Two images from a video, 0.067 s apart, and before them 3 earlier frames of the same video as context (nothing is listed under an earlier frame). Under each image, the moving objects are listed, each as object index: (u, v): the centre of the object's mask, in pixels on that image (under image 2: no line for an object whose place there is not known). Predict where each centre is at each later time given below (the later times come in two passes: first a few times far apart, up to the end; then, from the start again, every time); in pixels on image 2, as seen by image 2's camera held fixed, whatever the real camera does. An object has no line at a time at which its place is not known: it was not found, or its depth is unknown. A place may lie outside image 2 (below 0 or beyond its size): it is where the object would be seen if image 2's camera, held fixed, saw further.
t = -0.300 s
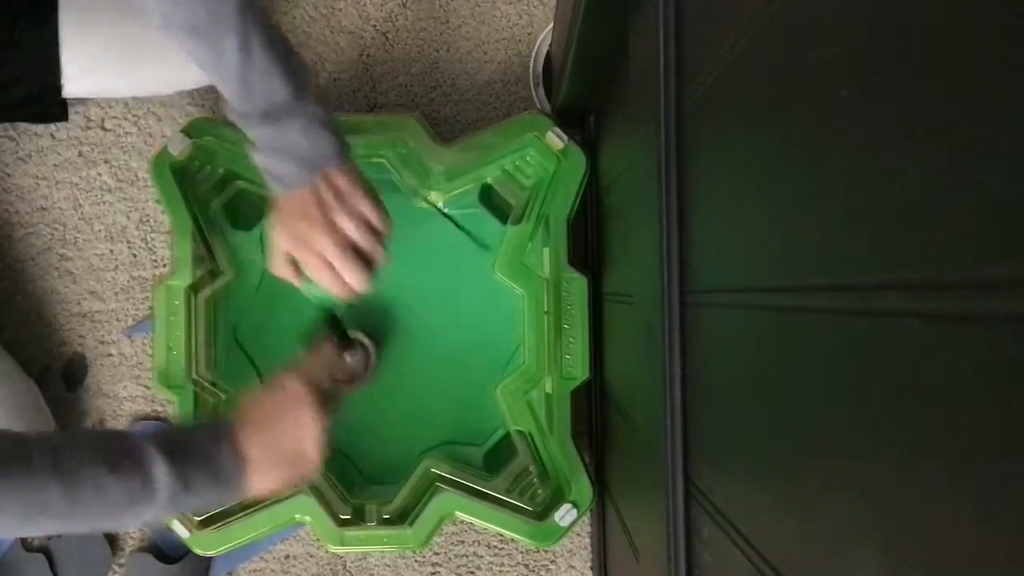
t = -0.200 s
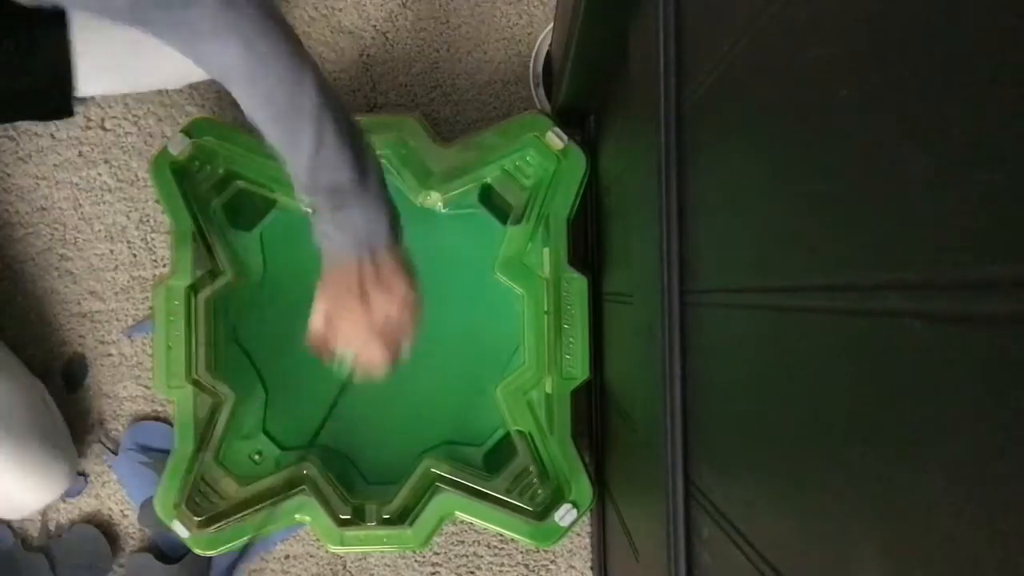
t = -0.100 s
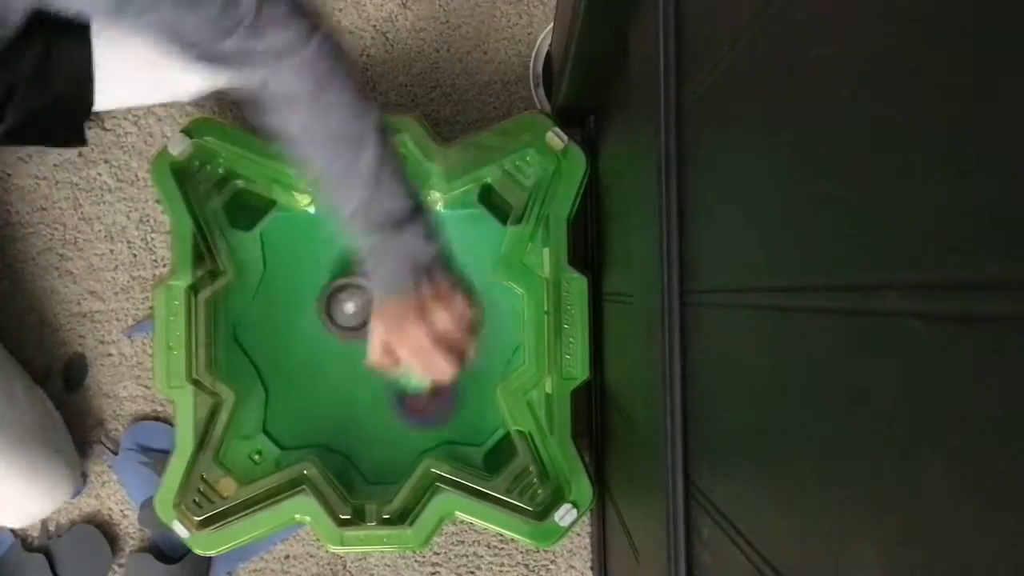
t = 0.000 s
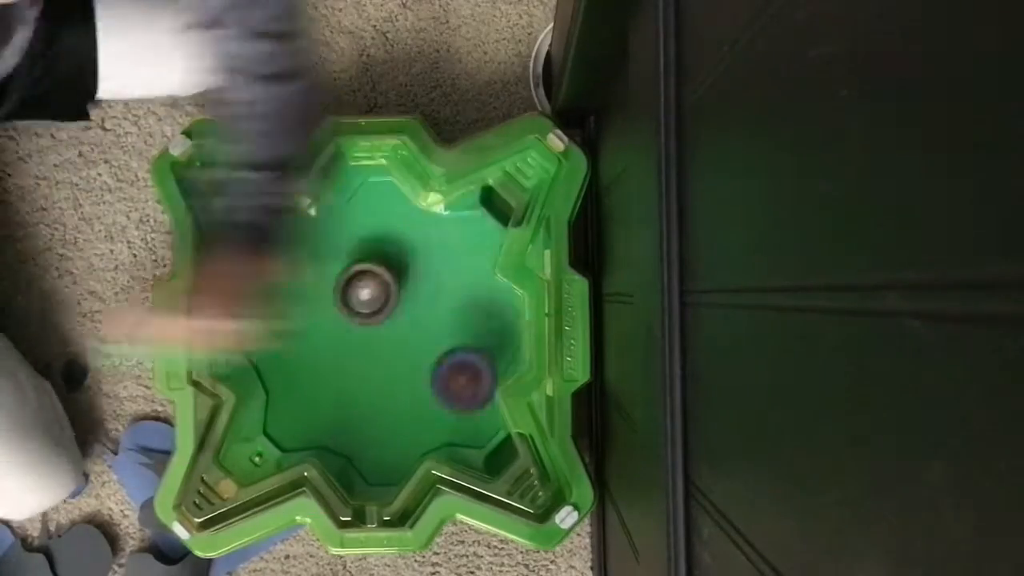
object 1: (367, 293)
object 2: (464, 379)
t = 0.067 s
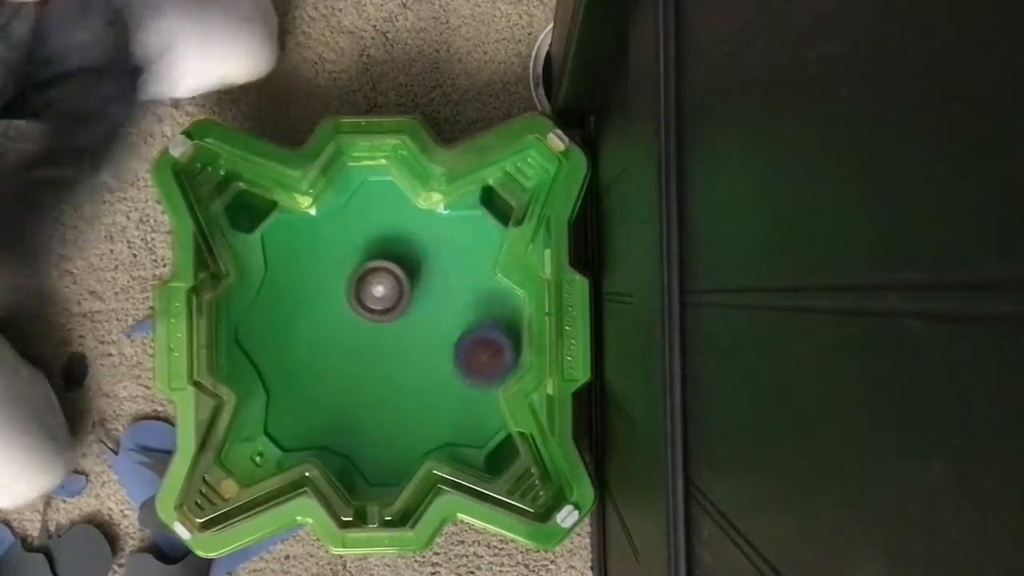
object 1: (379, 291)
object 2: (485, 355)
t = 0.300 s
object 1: (409, 322)
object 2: (395, 212)
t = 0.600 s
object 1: (370, 332)
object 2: (311, 418)
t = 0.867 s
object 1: (371, 320)
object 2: (490, 356)
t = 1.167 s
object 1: (390, 322)
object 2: (260, 262)
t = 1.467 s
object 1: (380, 334)
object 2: (409, 428)
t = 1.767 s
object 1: (376, 330)
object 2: (363, 209)
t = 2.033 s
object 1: (377, 318)
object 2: (302, 398)
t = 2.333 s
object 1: (381, 324)
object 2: (487, 295)
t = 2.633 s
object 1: (364, 369)
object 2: (350, 241)
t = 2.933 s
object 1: (319, 382)
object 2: (374, 315)
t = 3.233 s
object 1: (344, 352)
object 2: (467, 223)
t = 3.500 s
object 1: (402, 346)
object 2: (402, 277)
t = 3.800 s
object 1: (404, 377)
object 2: (415, 297)
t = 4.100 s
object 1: (370, 382)
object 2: (397, 263)
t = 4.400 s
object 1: (353, 370)
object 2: (385, 286)
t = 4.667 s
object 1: (355, 373)
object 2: (397, 260)
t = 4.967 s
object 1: (347, 371)
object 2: (350, 252)
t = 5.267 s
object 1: (361, 436)
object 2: (405, 229)
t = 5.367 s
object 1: (364, 430)
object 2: (390, 219)
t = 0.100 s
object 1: (385, 292)
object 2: (489, 335)
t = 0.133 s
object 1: (391, 295)
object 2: (488, 312)
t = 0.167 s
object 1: (397, 299)
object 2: (479, 292)
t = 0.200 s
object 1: (402, 304)
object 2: (467, 267)
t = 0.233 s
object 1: (405, 310)
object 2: (447, 246)
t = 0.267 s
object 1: (408, 316)
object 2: (425, 229)
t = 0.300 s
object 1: (409, 322)
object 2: (395, 212)
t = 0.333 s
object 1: (408, 328)
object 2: (368, 199)
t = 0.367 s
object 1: (406, 333)
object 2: (347, 204)
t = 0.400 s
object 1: (402, 336)
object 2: (340, 228)
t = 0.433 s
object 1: (397, 337)
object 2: (336, 251)
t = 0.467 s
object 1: (392, 338)
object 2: (328, 280)
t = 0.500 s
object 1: (386, 337)
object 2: (319, 310)
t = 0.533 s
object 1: (381, 335)
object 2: (311, 346)
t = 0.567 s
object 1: (376, 334)
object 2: (308, 381)
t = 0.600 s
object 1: (370, 332)
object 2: (311, 418)
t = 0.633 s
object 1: (367, 330)
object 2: (326, 446)
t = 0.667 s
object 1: (364, 329)
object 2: (349, 452)
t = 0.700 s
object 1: (362, 328)
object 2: (380, 452)
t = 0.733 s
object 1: (361, 327)
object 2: (407, 447)
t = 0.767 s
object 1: (362, 325)
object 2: (438, 437)
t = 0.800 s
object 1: (364, 324)
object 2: (466, 419)
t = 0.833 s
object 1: (367, 322)
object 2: (487, 390)
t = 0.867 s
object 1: (371, 320)
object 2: (490, 356)
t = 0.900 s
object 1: (374, 319)
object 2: (485, 315)
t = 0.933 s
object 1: (378, 319)
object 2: (471, 278)
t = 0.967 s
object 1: (382, 319)
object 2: (454, 243)
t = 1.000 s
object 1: (385, 319)
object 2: (430, 223)
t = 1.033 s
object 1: (388, 319)
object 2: (393, 214)
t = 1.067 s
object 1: (390, 319)
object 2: (358, 211)
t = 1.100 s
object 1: (390, 320)
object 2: (320, 223)
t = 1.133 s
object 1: (390, 321)
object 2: (284, 237)
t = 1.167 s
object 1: (390, 322)
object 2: (260, 262)
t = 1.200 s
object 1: (388, 324)
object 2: (262, 285)
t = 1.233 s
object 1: (386, 325)
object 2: (265, 309)
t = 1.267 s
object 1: (384, 328)
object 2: (270, 335)
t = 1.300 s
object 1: (383, 330)
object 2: (277, 364)
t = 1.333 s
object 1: (382, 332)
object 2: (287, 395)
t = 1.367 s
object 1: (382, 333)
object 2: (306, 428)
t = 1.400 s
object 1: (381, 334)
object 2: (336, 444)
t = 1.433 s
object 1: (380, 334)
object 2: (369, 439)
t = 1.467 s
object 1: (380, 334)
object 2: (409, 428)
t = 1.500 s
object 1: (379, 335)
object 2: (444, 414)
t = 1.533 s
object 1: (379, 336)
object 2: (471, 393)
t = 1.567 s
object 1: (378, 336)
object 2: (493, 362)
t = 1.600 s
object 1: (377, 336)
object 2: (502, 336)
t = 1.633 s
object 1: (377, 335)
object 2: (500, 307)
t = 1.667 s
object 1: (375, 335)
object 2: (477, 277)
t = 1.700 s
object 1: (376, 333)
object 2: (445, 250)
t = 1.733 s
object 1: (376, 332)
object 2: (405, 228)
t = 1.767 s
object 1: (376, 330)
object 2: (363, 209)
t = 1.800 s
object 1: (377, 329)
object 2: (330, 217)
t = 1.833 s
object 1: (378, 327)
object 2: (295, 242)
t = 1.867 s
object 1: (378, 325)
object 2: (268, 269)
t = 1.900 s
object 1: (379, 323)
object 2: (245, 293)
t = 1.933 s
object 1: (379, 321)
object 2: (241, 320)
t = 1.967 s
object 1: (378, 320)
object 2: (260, 351)
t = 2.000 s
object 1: (377, 319)
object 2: (278, 379)
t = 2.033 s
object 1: (377, 318)
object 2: (302, 398)
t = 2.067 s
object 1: (378, 318)
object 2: (333, 416)
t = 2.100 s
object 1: (378, 318)
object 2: (364, 422)
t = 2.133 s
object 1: (378, 319)
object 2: (401, 423)
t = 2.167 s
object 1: (379, 319)
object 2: (436, 418)
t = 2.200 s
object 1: (379, 320)
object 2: (466, 409)
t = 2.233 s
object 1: (380, 320)
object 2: (492, 389)
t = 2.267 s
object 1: (380, 321)
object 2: (492, 358)
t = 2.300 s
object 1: (381, 323)
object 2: (493, 325)
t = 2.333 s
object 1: (381, 324)
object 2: (487, 295)
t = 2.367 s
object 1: (381, 326)
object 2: (478, 260)
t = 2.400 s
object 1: (380, 327)
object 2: (460, 230)
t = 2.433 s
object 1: (380, 329)
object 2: (443, 226)
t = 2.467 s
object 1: (379, 329)
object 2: (424, 235)
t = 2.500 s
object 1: (378, 329)
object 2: (404, 248)
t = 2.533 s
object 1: (378, 328)
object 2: (384, 261)
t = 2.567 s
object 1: (375, 341)
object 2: (369, 257)
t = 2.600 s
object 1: (370, 356)
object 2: (361, 248)
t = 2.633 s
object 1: (364, 369)
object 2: (350, 241)
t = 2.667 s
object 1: (358, 380)
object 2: (340, 237)
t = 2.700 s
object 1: (352, 387)
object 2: (331, 239)
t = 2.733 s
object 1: (347, 391)
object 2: (323, 246)
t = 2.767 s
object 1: (343, 393)
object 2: (319, 258)
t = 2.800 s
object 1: (339, 391)
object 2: (319, 271)
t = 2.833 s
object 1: (335, 388)
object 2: (323, 287)
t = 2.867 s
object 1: (330, 382)
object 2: (335, 303)
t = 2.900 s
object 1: (326, 378)
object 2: (351, 316)
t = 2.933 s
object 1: (319, 382)
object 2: (374, 315)
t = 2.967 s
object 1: (315, 385)
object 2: (396, 309)
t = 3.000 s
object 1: (312, 384)
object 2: (416, 301)
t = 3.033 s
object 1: (312, 382)
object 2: (434, 292)
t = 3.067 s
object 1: (314, 378)
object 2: (449, 280)
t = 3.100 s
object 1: (317, 373)
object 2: (460, 268)
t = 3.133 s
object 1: (322, 367)
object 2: (466, 254)
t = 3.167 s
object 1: (329, 361)
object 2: (471, 238)
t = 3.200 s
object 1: (336, 357)
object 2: (472, 223)
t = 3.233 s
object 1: (344, 352)
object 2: (467, 223)
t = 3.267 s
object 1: (353, 349)
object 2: (458, 229)
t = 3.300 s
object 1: (361, 346)
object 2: (448, 235)
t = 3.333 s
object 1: (370, 343)
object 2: (437, 242)
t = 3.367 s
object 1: (379, 341)
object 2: (425, 250)
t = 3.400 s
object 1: (387, 340)
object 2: (417, 256)
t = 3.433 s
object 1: (393, 339)
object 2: (408, 264)
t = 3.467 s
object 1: (399, 340)
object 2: (403, 273)
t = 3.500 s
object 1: (402, 346)
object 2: (402, 277)
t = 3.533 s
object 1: (403, 356)
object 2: (403, 277)
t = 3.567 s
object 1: (405, 366)
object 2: (404, 277)
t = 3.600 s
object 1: (407, 373)
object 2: (407, 279)
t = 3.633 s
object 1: (408, 378)
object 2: (409, 281)
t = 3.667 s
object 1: (407, 381)
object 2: (411, 283)
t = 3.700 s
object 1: (407, 382)
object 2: (412, 285)
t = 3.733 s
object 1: (406, 382)
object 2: (413, 288)
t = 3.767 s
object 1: (405, 380)
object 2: (414, 291)
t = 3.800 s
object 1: (404, 377)
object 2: (415, 297)
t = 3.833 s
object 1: (403, 373)
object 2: (416, 300)
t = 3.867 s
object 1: (401, 370)
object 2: (417, 305)
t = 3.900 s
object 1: (397, 376)
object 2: (421, 298)
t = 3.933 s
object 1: (391, 384)
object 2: (425, 287)
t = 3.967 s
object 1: (386, 389)
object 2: (424, 278)
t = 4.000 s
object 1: (382, 390)
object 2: (421, 269)
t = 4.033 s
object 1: (377, 390)
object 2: (415, 263)
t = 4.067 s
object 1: (373, 387)
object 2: (407, 262)
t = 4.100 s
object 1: (370, 382)
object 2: (397, 263)
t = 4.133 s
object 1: (367, 376)
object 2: (388, 268)
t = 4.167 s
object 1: (365, 369)
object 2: (381, 275)
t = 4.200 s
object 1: (364, 361)
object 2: (376, 285)
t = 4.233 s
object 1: (363, 359)
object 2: (373, 293)
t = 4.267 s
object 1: (361, 360)
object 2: (375, 296)
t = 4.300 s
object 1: (359, 364)
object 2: (378, 295)
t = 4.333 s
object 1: (356, 369)
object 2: (381, 292)
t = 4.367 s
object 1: (354, 371)
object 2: (383, 289)
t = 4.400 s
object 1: (353, 370)
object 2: (385, 286)
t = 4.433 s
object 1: (354, 369)
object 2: (386, 284)
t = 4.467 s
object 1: (355, 367)
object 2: (386, 283)
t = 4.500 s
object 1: (356, 363)
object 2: (386, 282)
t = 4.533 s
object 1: (359, 359)
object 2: (385, 283)
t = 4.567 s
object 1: (362, 354)
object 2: (384, 285)
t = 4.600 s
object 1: (364, 350)
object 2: (385, 286)
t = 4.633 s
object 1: (360, 361)
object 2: (391, 274)
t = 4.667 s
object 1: (355, 373)
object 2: (397, 260)
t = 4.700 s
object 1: (350, 381)
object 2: (398, 246)
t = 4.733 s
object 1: (346, 386)
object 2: (396, 235)
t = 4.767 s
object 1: (344, 387)
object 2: (391, 224)
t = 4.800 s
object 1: (342, 387)
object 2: (384, 217)
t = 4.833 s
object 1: (342, 386)
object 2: (374, 215)
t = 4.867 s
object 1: (342, 383)
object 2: (365, 219)
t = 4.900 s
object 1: (343, 380)
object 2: (357, 226)
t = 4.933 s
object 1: (345, 376)
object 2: (352, 237)
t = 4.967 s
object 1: (347, 371)
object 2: (350, 252)
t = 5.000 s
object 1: (349, 367)
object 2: (351, 270)
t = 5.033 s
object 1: (353, 362)
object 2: (357, 288)
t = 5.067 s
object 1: (357, 370)
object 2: (367, 293)
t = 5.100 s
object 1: (359, 392)
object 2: (379, 282)
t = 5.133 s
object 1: (360, 410)
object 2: (391, 270)
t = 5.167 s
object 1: (361, 422)
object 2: (399, 259)
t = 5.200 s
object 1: (361, 430)
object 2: (403, 249)
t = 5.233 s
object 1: (361, 434)
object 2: (406, 239)
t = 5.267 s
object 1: (361, 436)
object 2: (405, 229)
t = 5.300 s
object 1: (362, 436)
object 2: (401, 223)
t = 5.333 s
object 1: (363, 433)
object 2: (396, 219)
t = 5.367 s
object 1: (364, 430)
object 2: (390, 219)
